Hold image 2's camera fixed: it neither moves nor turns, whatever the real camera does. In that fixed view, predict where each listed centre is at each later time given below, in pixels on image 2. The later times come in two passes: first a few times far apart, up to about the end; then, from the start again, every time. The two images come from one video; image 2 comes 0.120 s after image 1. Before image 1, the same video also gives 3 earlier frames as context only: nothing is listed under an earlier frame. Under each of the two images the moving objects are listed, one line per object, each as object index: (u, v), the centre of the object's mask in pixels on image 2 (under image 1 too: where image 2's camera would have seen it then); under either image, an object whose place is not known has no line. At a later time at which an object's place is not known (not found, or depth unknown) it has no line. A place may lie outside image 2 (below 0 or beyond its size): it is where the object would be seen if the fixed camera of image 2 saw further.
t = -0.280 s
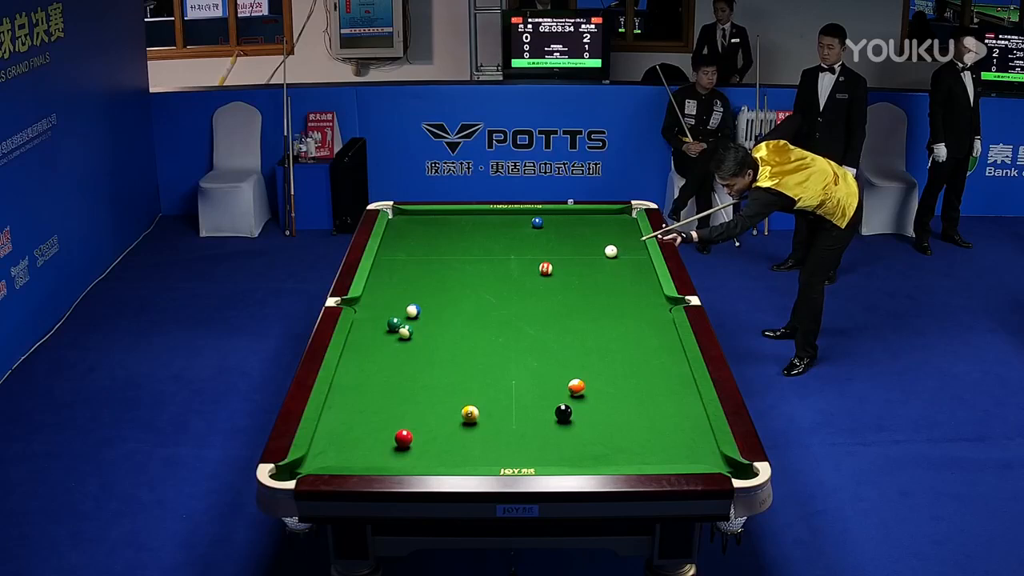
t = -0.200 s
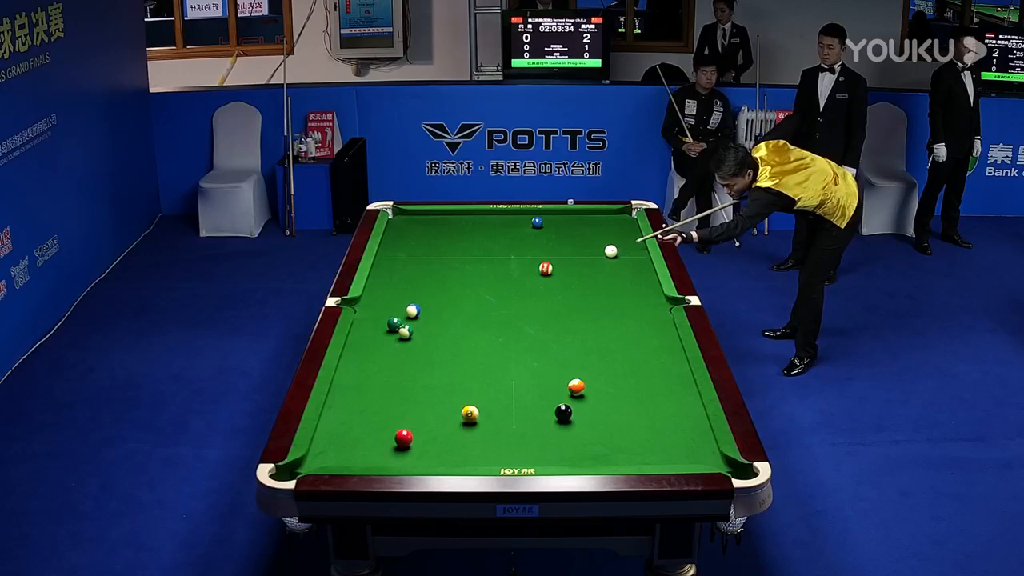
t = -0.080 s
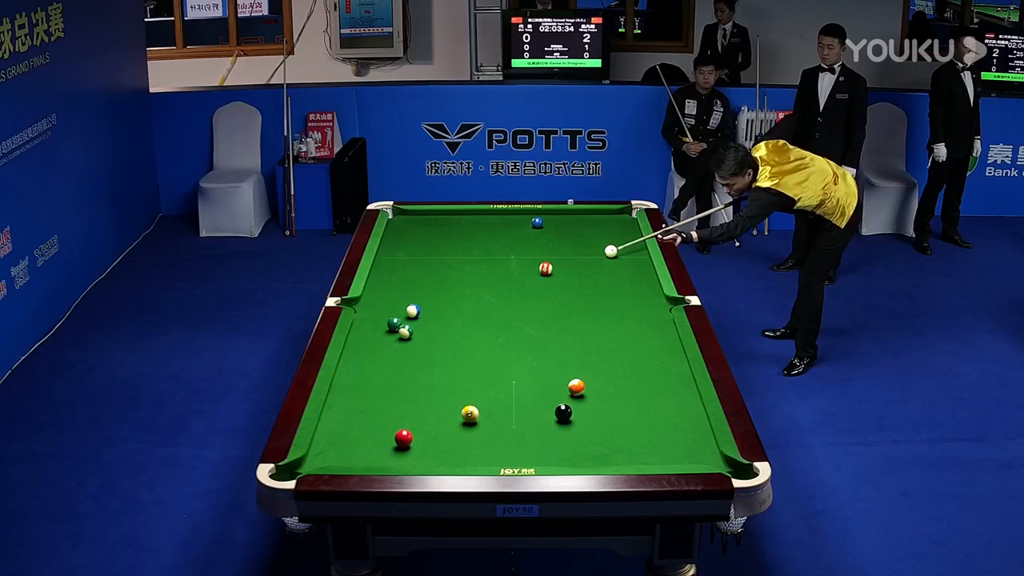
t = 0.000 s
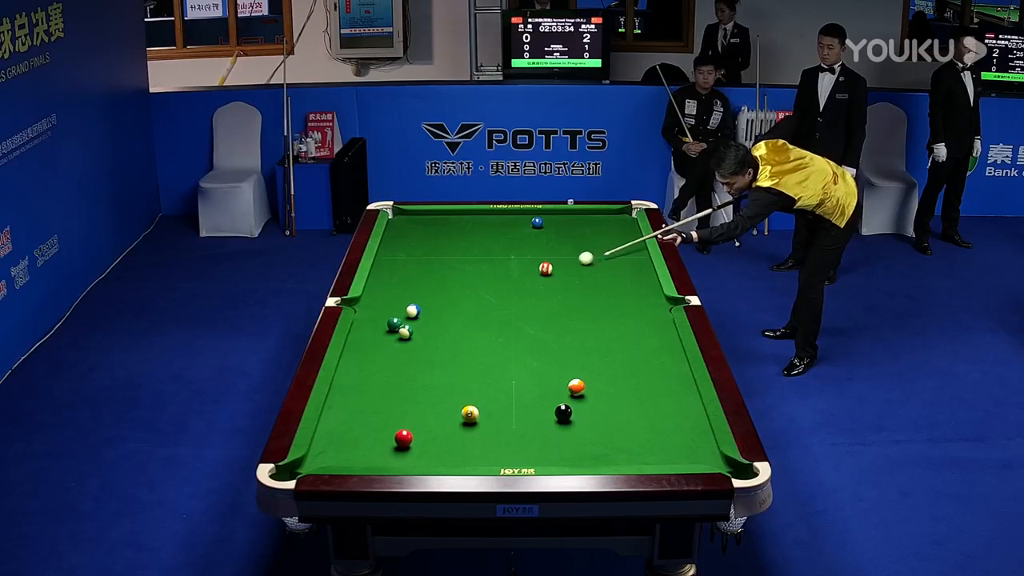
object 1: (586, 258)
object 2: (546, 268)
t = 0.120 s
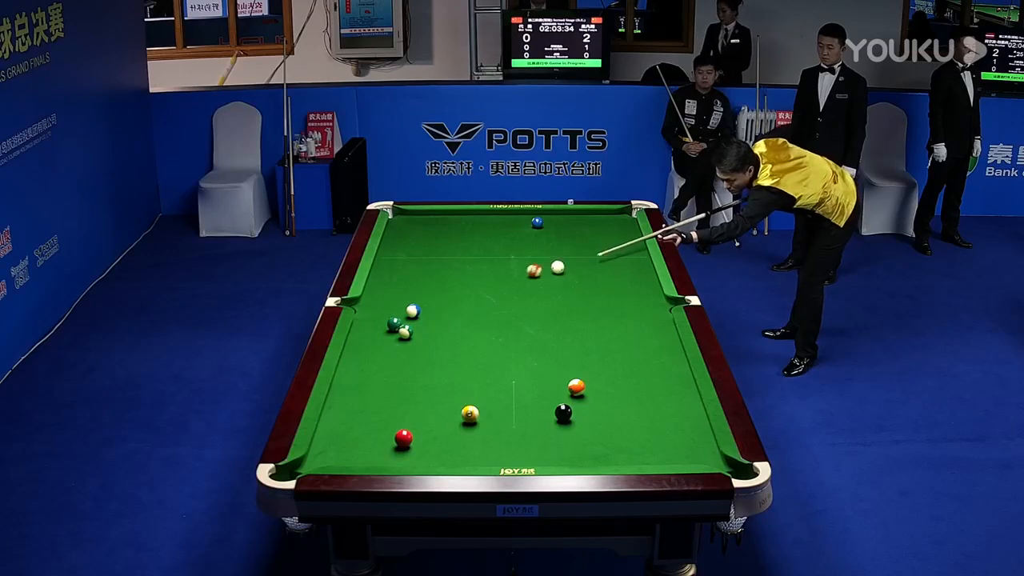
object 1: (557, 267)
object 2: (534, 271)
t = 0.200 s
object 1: (558, 269)
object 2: (507, 276)
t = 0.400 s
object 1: (559, 274)
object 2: (449, 287)
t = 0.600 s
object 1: (559, 278)
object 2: (398, 296)
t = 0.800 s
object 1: (560, 283)
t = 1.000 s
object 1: (561, 287)
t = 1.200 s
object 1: (562, 291)
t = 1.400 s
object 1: (563, 295)
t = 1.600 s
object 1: (563, 299)
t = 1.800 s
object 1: (564, 302)
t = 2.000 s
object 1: (565, 305)
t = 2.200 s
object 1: (566, 308)
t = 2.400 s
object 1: (566, 311)
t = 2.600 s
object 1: (567, 313)
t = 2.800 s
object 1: (567, 315)
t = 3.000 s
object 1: (567, 317)
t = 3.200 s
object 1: (568, 318)
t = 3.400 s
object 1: (568, 319)
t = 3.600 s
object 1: (568, 320)
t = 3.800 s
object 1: (568, 320)
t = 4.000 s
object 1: (567, 320)
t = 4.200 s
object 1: (567, 320)
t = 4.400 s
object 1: (567, 320)
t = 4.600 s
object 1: (567, 320)
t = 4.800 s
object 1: (567, 320)
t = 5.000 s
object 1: (567, 320)
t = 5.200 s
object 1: (567, 320)
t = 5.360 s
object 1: (567, 320)
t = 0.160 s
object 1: (558, 268)
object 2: (520, 273)
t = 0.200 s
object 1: (558, 269)
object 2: (507, 276)
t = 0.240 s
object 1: (558, 270)
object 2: (494, 278)
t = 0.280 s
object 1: (558, 271)
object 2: (482, 280)
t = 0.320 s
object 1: (558, 272)
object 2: (471, 282)
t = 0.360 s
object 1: (558, 273)
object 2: (459, 285)
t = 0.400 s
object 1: (559, 274)
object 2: (449, 287)
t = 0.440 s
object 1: (559, 275)
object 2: (439, 289)
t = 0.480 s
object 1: (559, 276)
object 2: (429, 290)
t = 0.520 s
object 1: (559, 277)
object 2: (419, 292)
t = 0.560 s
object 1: (559, 277)
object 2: (408, 294)
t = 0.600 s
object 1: (559, 278)
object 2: (398, 296)
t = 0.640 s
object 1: (559, 279)
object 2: (388, 298)
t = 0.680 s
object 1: (560, 280)
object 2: (377, 300)
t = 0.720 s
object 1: (560, 281)
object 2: (366, 302)
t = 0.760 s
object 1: (560, 282)
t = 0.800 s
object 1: (560, 283)
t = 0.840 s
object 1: (560, 284)
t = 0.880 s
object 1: (561, 285)
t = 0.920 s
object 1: (561, 286)
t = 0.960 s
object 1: (561, 286)
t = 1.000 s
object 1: (561, 287)
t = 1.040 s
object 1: (561, 288)
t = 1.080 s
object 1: (561, 289)
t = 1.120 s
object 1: (562, 290)
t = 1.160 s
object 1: (562, 291)
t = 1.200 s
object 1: (562, 291)
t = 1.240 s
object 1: (562, 292)
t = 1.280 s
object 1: (562, 293)
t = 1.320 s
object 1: (562, 294)
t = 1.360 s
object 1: (562, 295)
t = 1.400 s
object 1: (563, 295)
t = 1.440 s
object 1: (563, 296)
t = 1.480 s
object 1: (563, 297)
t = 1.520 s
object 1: (563, 297)
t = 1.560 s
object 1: (563, 298)
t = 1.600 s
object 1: (563, 299)
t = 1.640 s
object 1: (564, 299)
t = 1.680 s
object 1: (564, 300)
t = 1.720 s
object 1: (564, 301)
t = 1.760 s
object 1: (564, 302)
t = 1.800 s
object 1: (564, 302)
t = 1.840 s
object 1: (564, 303)
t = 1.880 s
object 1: (565, 304)
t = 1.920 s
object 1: (565, 304)
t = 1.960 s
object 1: (565, 305)
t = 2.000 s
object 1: (565, 305)
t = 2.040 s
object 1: (565, 306)
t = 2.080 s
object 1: (565, 306)
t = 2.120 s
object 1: (566, 307)
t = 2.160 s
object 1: (566, 308)
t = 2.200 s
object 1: (566, 308)
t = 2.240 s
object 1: (566, 309)
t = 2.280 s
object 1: (566, 309)
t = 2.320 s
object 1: (566, 310)
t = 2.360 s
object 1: (566, 310)
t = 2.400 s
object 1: (566, 311)
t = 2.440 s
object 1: (567, 311)
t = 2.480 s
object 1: (567, 311)
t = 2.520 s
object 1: (567, 312)
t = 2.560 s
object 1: (567, 313)
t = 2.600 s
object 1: (567, 313)
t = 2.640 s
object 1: (567, 313)
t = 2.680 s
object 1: (567, 314)
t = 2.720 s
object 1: (567, 314)
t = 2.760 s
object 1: (567, 315)
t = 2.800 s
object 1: (567, 315)
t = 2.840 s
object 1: (567, 315)
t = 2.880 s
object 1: (567, 316)
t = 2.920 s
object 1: (567, 316)
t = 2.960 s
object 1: (567, 316)
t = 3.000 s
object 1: (567, 317)
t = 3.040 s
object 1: (567, 317)
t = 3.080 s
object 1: (567, 317)
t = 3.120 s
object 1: (567, 317)
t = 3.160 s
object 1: (567, 318)
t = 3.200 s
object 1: (568, 318)
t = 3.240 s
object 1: (568, 318)
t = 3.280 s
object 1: (568, 318)
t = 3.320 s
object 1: (568, 319)
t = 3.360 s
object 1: (568, 319)
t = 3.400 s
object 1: (568, 319)
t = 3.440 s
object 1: (568, 319)
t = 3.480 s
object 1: (568, 319)
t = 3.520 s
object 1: (568, 319)
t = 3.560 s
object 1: (568, 319)
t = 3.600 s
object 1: (568, 320)
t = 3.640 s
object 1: (568, 319)
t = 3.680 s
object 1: (568, 319)
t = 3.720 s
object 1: (568, 320)
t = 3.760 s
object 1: (568, 320)
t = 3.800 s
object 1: (568, 320)
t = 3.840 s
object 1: (568, 320)
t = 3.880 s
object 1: (568, 320)
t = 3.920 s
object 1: (568, 320)
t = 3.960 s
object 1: (568, 320)
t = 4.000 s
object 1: (567, 320)
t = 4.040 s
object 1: (567, 320)
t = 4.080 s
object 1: (568, 320)
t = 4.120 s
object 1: (567, 320)
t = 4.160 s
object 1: (567, 320)
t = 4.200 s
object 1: (567, 320)
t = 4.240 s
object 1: (567, 320)
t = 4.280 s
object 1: (567, 320)
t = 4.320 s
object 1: (567, 320)
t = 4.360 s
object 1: (567, 320)
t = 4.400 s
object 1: (567, 320)
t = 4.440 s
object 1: (567, 320)
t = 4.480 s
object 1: (567, 320)
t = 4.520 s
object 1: (567, 320)
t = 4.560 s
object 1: (567, 320)
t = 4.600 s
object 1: (567, 320)
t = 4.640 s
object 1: (567, 320)
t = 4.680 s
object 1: (567, 320)
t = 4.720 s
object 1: (567, 320)
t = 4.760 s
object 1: (567, 320)
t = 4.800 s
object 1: (567, 320)
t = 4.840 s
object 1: (567, 320)
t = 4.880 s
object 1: (567, 320)
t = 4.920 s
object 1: (567, 320)
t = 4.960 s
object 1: (567, 320)
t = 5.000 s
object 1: (567, 320)
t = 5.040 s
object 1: (567, 320)
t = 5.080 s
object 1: (567, 320)
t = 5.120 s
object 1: (567, 320)
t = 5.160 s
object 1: (567, 320)
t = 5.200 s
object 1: (567, 320)
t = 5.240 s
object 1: (567, 320)
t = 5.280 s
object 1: (567, 320)
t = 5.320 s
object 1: (567, 320)
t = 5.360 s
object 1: (567, 320)
